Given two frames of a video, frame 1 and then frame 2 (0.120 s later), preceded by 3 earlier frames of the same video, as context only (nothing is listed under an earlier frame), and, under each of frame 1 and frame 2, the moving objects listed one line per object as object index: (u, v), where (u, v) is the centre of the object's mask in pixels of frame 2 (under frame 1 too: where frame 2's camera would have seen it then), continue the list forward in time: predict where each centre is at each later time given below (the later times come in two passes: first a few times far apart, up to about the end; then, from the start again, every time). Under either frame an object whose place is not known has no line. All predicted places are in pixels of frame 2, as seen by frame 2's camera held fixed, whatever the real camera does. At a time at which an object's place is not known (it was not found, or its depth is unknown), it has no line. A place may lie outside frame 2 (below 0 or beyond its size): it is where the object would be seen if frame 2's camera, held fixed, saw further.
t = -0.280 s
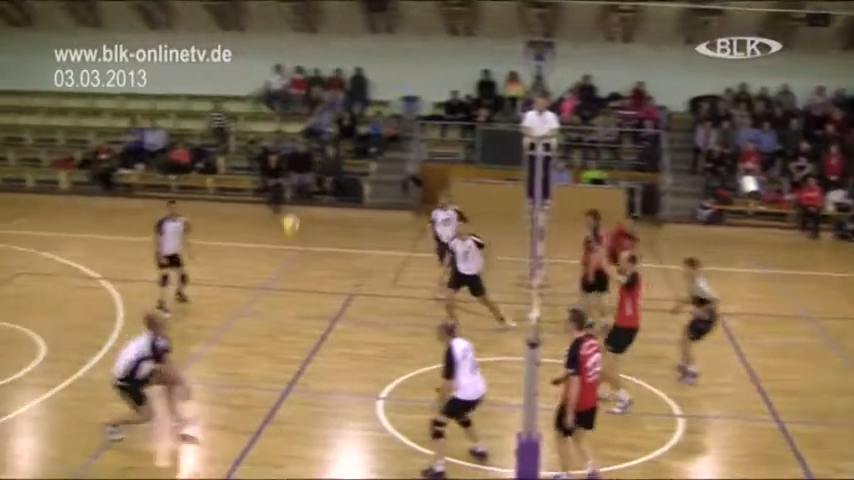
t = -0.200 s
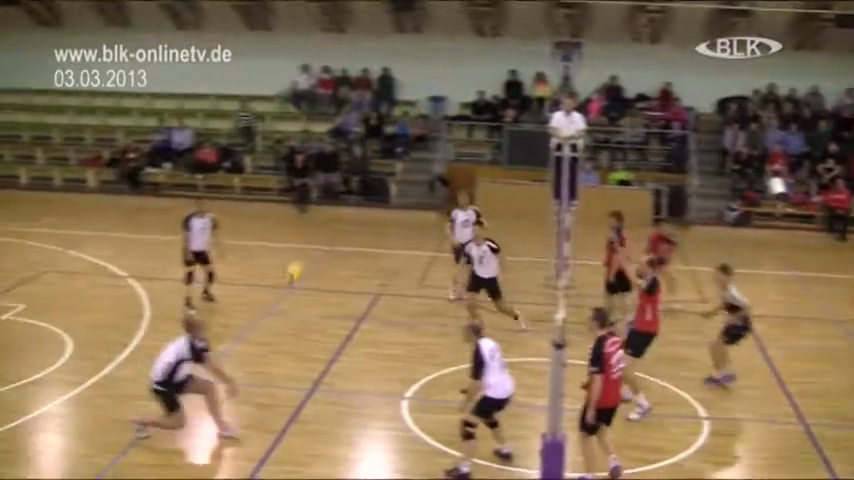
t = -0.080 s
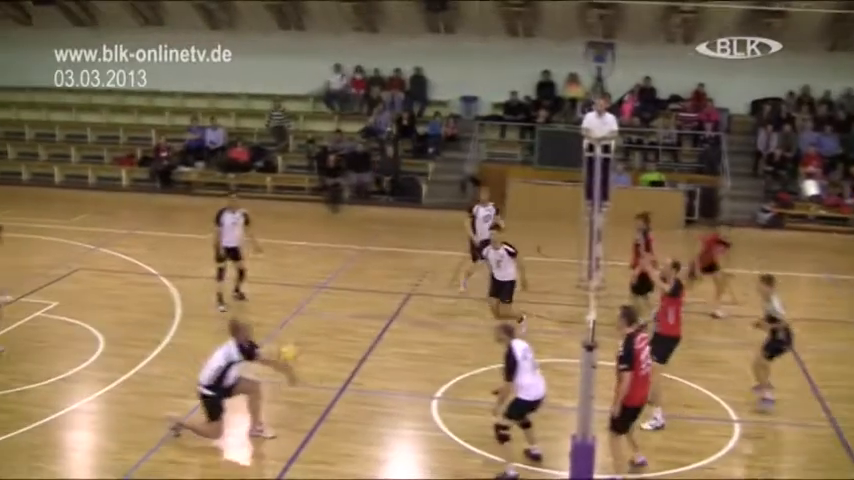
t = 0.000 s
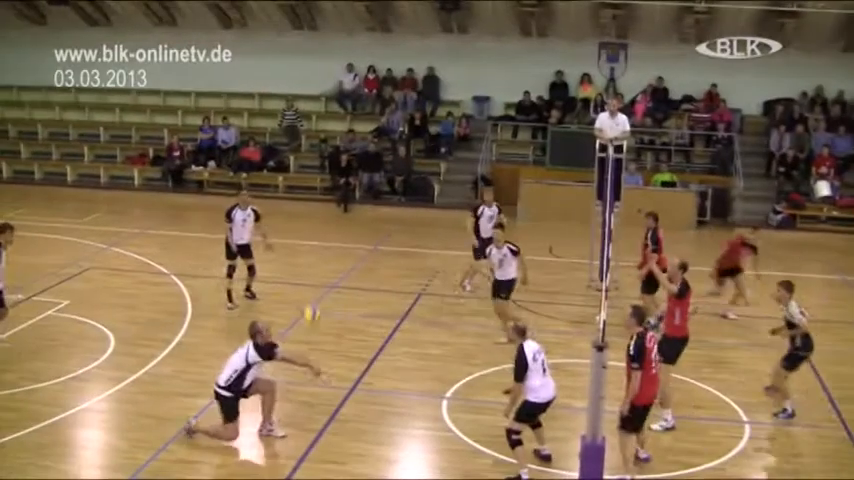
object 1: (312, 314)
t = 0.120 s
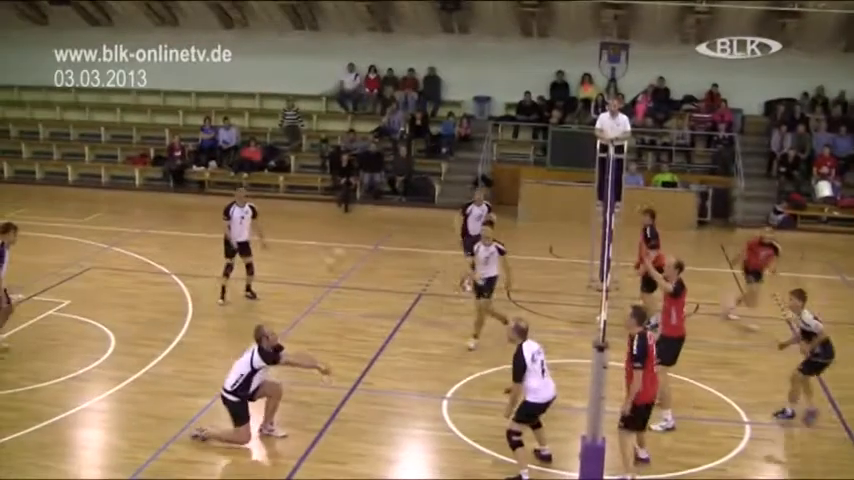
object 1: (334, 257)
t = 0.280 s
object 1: (368, 200)
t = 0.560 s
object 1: (425, 157)
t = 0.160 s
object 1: (343, 239)
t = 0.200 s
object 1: (351, 227)
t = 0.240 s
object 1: (360, 213)
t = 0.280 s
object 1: (368, 200)
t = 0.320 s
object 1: (376, 189)
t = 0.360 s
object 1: (384, 181)
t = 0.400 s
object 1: (392, 173)
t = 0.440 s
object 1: (399, 168)
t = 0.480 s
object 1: (409, 161)
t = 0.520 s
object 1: (418, 158)
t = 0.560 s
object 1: (425, 157)
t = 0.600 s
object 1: (434, 155)
